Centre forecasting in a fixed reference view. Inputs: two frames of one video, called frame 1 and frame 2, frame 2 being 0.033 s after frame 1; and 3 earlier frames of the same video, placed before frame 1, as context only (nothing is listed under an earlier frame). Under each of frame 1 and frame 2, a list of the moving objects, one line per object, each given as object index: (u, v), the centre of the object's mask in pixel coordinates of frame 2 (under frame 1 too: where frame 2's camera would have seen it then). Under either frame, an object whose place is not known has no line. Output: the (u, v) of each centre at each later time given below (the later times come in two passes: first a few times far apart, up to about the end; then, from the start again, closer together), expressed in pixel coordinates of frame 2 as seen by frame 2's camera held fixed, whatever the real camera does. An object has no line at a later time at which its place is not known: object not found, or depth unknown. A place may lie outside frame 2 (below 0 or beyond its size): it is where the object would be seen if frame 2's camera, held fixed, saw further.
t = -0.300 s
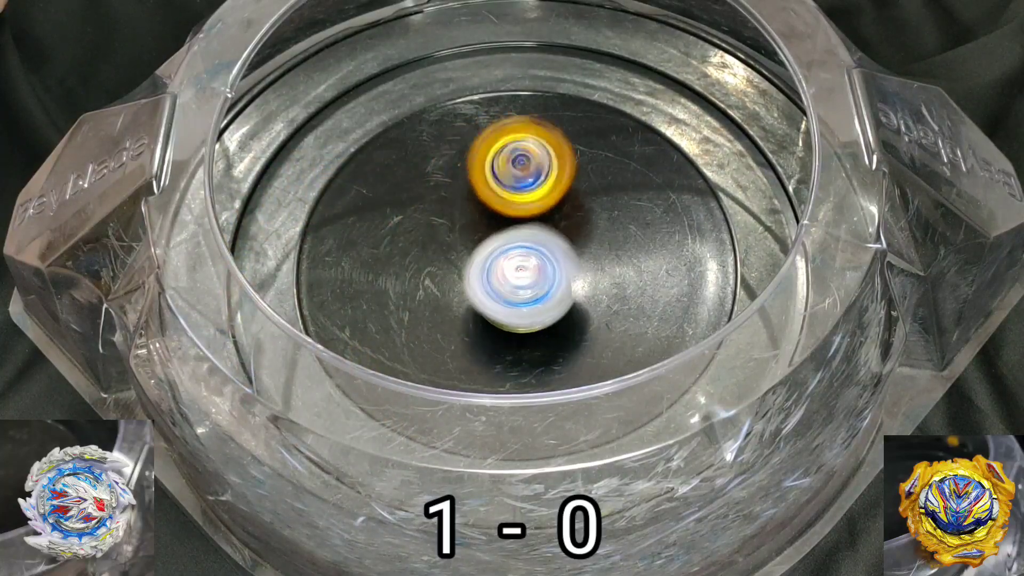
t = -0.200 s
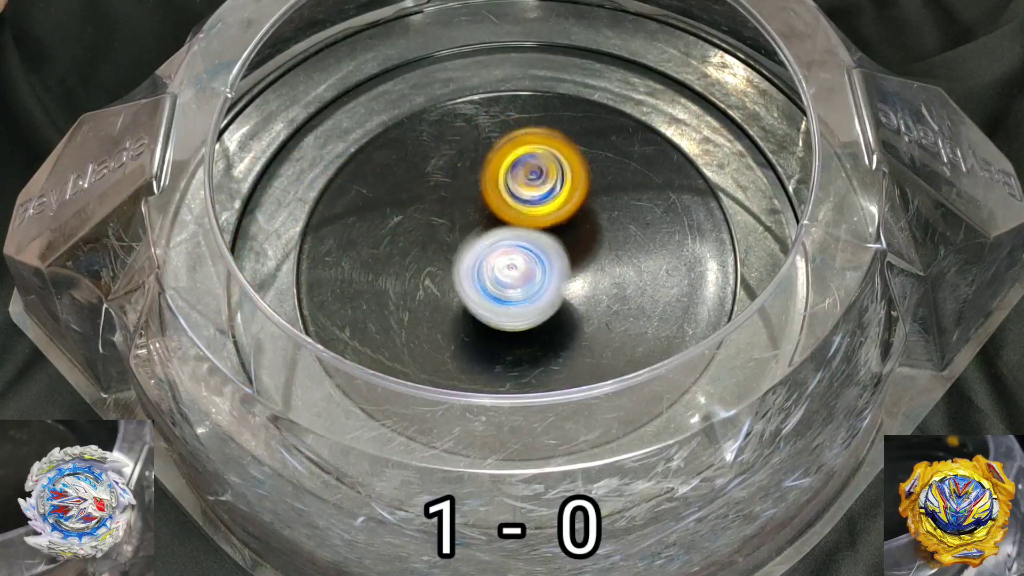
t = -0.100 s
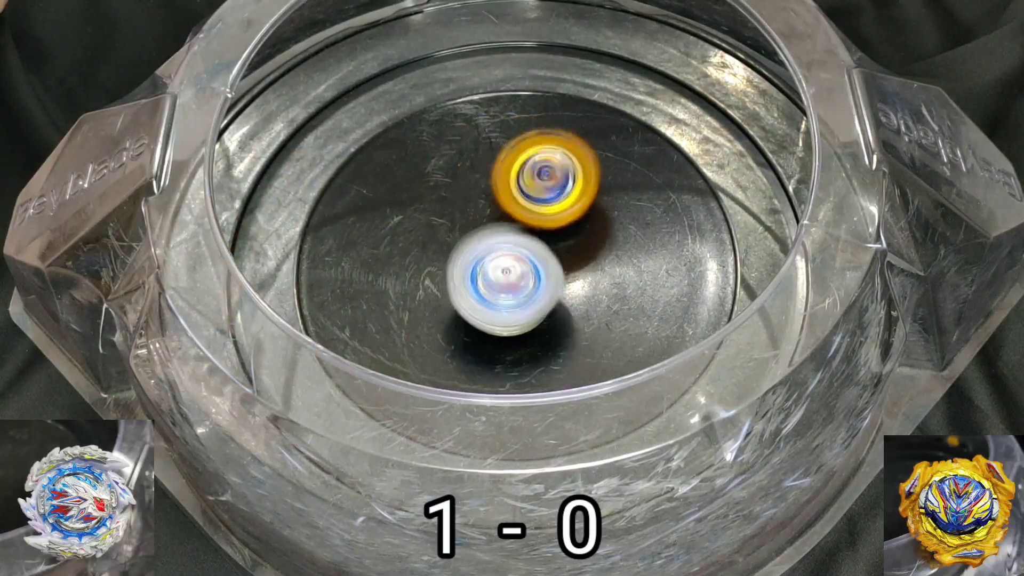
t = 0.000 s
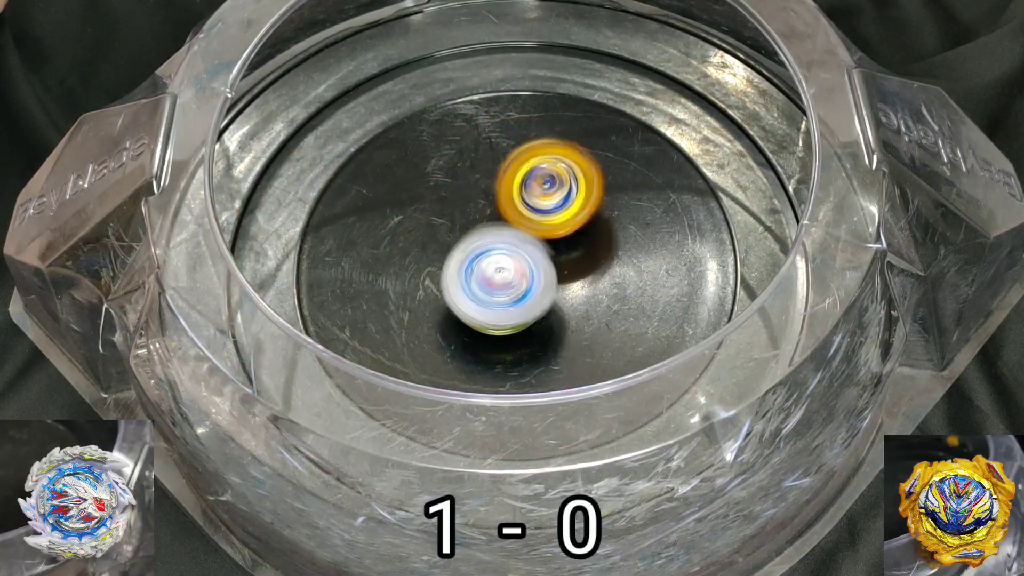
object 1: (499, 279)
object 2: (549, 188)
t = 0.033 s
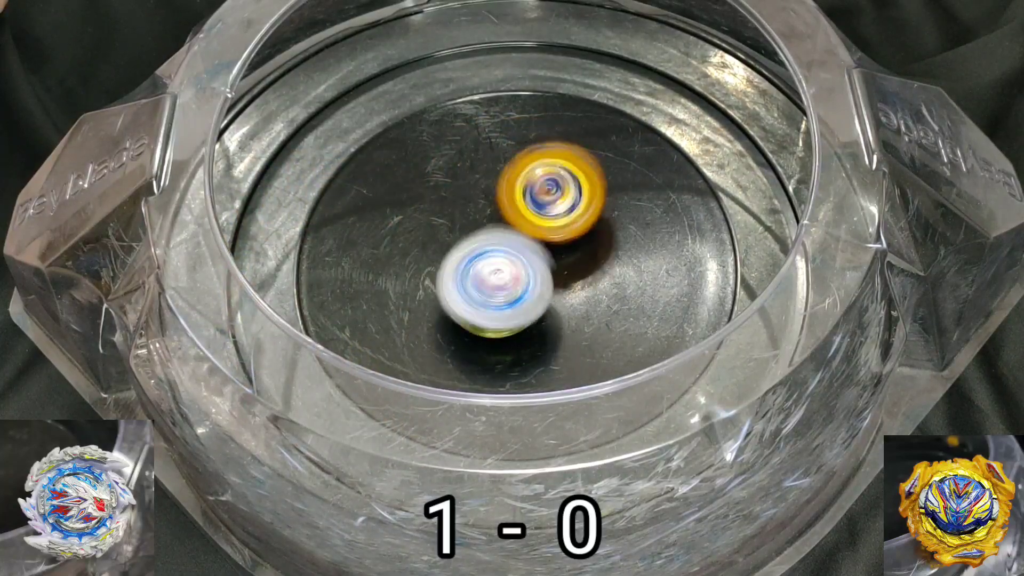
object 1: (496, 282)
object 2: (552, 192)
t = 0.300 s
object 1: (478, 283)
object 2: (563, 205)
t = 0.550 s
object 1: (472, 282)
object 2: (580, 240)
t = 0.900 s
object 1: (446, 281)
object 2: (577, 227)
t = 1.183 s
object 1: (357, 306)
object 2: (606, 185)
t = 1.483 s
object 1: (441, 273)
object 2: (534, 216)
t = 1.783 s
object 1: (460, 271)
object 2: (572, 232)
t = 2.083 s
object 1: (464, 254)
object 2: (622, 228)
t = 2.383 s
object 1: (462, 236)
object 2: (572, 280)
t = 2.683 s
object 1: (479, 239)
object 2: (566, 323)
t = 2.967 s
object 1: (489, 216)
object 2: (529, 337)
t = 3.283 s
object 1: (516, 200)
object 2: (477, 342)
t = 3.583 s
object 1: (524, 225)
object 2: (458, 310)
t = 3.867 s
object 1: (545, 197)
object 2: (469, 282)
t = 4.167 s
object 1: (565, 209)
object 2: (466, 277)
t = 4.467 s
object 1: (558, 223)
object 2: (443, 275)
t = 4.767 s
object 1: (565, 240)
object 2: (449, 278)
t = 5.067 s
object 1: (594, 242)
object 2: (458, 258)
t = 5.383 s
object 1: (569, 263)
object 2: (460, 236)
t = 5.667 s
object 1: (550, 282)
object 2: (467, 219)
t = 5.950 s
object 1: (526, 313)
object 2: (487, 217)
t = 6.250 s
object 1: (510, 304)
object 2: (560, 210)
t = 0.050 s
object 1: (491, 285)
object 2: (553, 193)
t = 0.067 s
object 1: (488, 289)
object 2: (556, 191)
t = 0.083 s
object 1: (485, 290)
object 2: (558, 191)
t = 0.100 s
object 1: (483, 291)
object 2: (560, 190)
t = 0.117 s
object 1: (482, 291)
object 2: (563, 190)
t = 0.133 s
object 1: (480, 291)
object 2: (564, 190)
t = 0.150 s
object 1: (479, 290)
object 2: (566, 190)
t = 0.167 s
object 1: (478, 290)
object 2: (567, 190)
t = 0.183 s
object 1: (477, 289)
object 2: (569, 191)
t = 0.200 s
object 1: (477, 287)
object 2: (569, 192)
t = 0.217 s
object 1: (477, 287)
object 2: (568, 193)
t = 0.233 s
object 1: (476, 285)
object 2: (569, 195)
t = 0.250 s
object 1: (477, 285)
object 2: (567, 196)
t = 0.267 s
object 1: (477, 284)
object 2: (567, 198)
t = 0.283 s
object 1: (478, 284)
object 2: (565, 201)
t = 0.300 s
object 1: (478, 283)
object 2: (563, 205)
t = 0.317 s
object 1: (479, 283)
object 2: (563, 209)
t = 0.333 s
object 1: (479, 283)
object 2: (561, 213)
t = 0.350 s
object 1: (477, 285)
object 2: (563, 217)
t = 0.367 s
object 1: (475, 286)
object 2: (563, 219)
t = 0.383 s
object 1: (474, 287)
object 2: (565, 221)
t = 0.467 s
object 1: (471, 284)
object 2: (573, 233)
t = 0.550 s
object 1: (472, 282)
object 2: (580, 240)
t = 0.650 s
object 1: (474, 280)
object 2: (583, 244)
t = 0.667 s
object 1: (472, 280)
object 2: (583, 244)
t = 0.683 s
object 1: (471, 279)
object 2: (583, 245)
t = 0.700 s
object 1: (471, 278)
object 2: (581, 246)
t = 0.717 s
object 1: (464, 279)
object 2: (587, 244)
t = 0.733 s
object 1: (457, 281)
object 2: (590, 240)
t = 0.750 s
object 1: (452, 284)
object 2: (594, 238)
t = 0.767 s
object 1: (448, 285)
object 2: (595, 236)
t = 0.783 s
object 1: (445, 287)
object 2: (596, 234)
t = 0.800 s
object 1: (444, 287)
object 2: (596, 232)
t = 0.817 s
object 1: (441, 286)
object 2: (594, 230)
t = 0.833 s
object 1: (441, 284)
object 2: (594, 229)
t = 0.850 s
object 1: (441, 282)
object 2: (590, 229)
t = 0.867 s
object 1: (443, 282)
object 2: (587, 228)
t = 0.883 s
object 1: (444, 281)
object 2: (583, 227)
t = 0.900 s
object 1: (446, 281)
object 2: (577, 227)
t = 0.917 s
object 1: (448, 280)
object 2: (572, 228)
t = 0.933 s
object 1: (447, 279)
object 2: (565, 230)
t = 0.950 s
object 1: (448, 277)
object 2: (559, 232)
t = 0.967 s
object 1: (448, 276)
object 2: (554, 235)
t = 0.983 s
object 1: (447, 275)
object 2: (553, 237)
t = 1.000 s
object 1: (429, 283)
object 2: (565, 232)
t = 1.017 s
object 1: (416, 290)
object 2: (575, 223)
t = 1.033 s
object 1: (400, 294)
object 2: (584, 219)
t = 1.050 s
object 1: (388, 296)
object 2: (591, 213)
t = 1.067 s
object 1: (380, 301)
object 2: (595, 210)
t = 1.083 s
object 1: (373, 305)
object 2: (599, 206)
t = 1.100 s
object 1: (363, 307)
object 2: (602, 202)
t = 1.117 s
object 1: (358, 306)
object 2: (603, 199)
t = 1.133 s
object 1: (359, 306)
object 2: (604, 195)
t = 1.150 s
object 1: (359, 308)
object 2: (605, 192)
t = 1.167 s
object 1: (357, 308)
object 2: (606, 188)
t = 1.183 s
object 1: (357, 306)
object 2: (606, 185)
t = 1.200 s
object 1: (360, 305)
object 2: (606, 181)
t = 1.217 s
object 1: (364, 306)
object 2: (605, 178)
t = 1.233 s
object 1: (363, 305)
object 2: (603, 176)
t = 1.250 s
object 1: (366, 302)
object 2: (600, 175)
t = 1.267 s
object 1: (373, 300)
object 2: (596, 175)
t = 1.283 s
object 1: (378, 300)
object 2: (591, 175)
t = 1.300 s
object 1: (380, 297)
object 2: (586, 176)
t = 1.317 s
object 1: (385, 293)
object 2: (579, 178)
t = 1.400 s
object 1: (416, 282)
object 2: (551, 196)
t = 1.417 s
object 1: (421, 280)
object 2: (546, 201)
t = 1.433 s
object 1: (425, 277)
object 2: (541, 205)
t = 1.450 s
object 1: (432, 273)
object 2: (536, 210)
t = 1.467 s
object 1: (440, 272)
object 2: (532, 215)
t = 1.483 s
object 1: (441, 273)
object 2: (534, 216)
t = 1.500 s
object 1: (435, 274)
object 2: (538, 215)
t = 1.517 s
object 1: (431, 277)
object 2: (546, 214)
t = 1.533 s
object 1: (432, 279)
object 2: (548, 215)
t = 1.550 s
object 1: (428, 282)
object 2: (551, 215)
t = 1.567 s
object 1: (428, 283)
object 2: (553, 216)
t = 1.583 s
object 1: (432, 284)
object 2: (555, 216)
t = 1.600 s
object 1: (433, 286)
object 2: (557, 217)
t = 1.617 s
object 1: (435, 286)
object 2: (560, 219)
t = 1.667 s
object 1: (445, 284)
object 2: (562, 222)
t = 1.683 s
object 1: (449, 281)
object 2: (563, 223)
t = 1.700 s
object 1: (456, 281)
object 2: (565, 224)
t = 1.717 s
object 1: (456, 279)
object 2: (565, 227)
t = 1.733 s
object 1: (459, 276)
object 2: (565, 228)
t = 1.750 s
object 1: (464, 274)
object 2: (566, 230)
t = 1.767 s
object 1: (465, 273)
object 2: (566, 231)
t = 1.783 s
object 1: (460, 271)
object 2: (572, 232)
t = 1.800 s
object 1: (455, 271)
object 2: (579, 232)
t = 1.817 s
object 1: (452, 272)
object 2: (586, 230)
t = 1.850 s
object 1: (445, 269)
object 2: (594, 229)
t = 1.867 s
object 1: (447, 269)
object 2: (598, 228)
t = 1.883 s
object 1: (444, 269)
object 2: (601, 228)
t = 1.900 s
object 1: (446, 267)
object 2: (604, 227)
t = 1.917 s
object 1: (450, 267)
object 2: (607, 226)
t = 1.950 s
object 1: (449, 265)
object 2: (613, 226)
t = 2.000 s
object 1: (453, 261)
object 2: (620, 225)
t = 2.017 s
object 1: (457, 259)
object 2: (622, 225)
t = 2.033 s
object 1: (459, 259)
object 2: (623, 225)
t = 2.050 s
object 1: (457, 257)
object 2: (624, 227)
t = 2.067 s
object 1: (461, 254)
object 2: (623, 227)
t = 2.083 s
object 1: (464, 254)
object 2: (622, 228)
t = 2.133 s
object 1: (468, 250)
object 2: (613, 232)
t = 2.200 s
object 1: (470, 246)
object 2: (597, 243)
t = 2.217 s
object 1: (471, 244)
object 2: (592, 245)
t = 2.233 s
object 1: (475, 244)
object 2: (588, 248)
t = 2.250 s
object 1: (469, 243)
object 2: (586, 253)
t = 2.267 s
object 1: (464, 239)
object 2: (584, 256)
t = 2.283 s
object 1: (463, 237)
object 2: (583, 259)
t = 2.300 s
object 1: (460, 238)
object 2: (581, 263)
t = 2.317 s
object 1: (457, 237)
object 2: (580, 266)
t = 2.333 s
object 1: (460, 236)
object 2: (578, 269)
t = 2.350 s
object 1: (461, 238)
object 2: (577, 273)
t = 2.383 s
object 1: (462, 236)
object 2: (572, 280)
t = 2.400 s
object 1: (465, 238)
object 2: (571, 282)
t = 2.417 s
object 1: (465, 238)
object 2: (569, 285)
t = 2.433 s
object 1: (466, 236)
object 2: (567, 288)
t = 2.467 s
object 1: (462, 236)
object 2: (570, 296)
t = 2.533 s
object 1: (463, 233)
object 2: (572, 307)
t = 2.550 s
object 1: (466, 235)
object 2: (572, 309)
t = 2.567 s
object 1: (465, 236)
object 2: (573, 311)
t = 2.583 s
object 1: (467, 234)
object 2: (573, 313)
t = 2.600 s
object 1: (471, 237)
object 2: (572, 315)
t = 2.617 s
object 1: (470, 237)
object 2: (572, 316)
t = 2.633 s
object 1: (473, 237)
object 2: (571, 319)
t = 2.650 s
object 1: (477, 239)
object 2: (571, 320)
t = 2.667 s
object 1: (476, 240)
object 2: (568, 321)
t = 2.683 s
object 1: (479, 239)
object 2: (566, 323)
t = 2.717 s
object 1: (481, 242)
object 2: (562, 322)
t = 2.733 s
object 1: (485, 242)
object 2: (561, 322)
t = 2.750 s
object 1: (487, 244)
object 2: (558, 321)
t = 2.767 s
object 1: (486, 243)
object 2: (555, 320)
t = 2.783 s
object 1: (487, 239)
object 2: (553, 322)
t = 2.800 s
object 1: (486, 234)
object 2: (551, 326)
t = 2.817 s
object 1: (483, 226)
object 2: (552, 328)
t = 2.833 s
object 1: (485, 223)
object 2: (551, 329)
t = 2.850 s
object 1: (483, 221)
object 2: (548, 332)
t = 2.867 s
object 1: (482, 217)
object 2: (545, 333)
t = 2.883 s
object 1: (485, 216)
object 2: (543, 335)
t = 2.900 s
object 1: (484, 216)
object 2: (541, 336)
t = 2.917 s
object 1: (484, 214)
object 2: (538, 336)
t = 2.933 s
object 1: (488, 216)
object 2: (535, 337)
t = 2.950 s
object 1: (487, 217)
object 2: (533, 337)
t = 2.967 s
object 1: (489, 216)
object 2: (529, 337)
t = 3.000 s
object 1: (492, 220)
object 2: (523, 336)
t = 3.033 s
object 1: (499, 221)
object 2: (517, 335)
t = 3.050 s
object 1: (497, 222)
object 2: (513, 334)
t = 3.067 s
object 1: (501, 222)
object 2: (510, 333)
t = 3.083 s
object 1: (505, 224)
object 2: (508, 331)
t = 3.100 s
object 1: (503, 225)
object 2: (505, 329)
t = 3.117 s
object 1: (506, 225)
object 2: (502, 327)
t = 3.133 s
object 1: (509, 227)
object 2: (499, 325)
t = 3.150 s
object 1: (508, 227)
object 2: (496, 323)
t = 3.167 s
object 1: (512, 221)
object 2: (489, 329)
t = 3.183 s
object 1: (513, 216)
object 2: (486, 332)
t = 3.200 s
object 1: (513, 210)
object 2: (486, 336)
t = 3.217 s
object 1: (517, 205)
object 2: (482, 338)
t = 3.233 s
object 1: (515, 203)
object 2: (481, 340)
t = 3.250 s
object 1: (517, 200)
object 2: (480, 340)
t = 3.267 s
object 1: (518, 201)
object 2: (478, 341)
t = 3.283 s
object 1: (516, 200)
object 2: (477, 342)
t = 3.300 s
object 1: (520, 200)
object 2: (476, 343)
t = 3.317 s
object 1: (518, 203)
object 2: (474, 343)
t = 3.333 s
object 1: (518, 202)
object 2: (472, 343)
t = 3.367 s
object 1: (519, 206)
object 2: (468, 343)
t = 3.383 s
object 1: (521, 206)
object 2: (466, 341)
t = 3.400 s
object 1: (522, 209)
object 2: (464, 342)
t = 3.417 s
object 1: (521, 210)
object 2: (463, 341)
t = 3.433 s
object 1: (524, 211)
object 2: (461, 340)
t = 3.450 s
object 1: (522, 214)
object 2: (459, 336)
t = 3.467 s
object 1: (523, 214)
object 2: (459, 335)
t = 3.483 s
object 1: (525, 217)
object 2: (458, 332)
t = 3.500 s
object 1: (523, 218)
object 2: (457, 330)
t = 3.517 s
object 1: (526, 219)
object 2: (457, 326)
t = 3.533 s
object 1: (525, 222)
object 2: (457, 322)
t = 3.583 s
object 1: (524, 225)
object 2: (458, 310)
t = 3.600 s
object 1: (525, 225)
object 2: (459, 308)
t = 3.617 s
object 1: (528, 227)
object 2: (460, 306)
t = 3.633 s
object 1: (529, 218)
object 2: (457, 308)
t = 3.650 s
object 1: (535, 211)
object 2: (458, 309)
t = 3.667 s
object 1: (536, 203)
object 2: (458, 310)
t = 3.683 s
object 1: (541, 198)
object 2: (458, 309)
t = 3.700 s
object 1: (540, 193)
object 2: (459, 307)
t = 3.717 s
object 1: (544, 190)
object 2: (463, 304)
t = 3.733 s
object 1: (540, 189)
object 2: (465, 300)
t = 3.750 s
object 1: (544, 188)
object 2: (466, 298)
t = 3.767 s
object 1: (540, 190)
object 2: (468, 295)
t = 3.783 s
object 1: (542, 189)
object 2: (470, 291)
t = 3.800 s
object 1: (540, 192)
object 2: (473, 288)
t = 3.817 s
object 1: (542, 193)
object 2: (474, 285)
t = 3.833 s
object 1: (539, 198)
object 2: (475, 283)
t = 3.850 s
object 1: (542, 197)
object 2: (475, 281)
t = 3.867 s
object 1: (545, 197)
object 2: (469, 282)
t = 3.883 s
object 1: (549, 193)
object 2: (467, 284)
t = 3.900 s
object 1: (551, 194)
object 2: (464, 286)
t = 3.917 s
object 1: (553, 191)
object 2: (460, 287)
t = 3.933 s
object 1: (554, 193)
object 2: (461, 286)
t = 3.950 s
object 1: (554, 191)
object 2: (460, 286)
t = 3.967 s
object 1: (554, 194)
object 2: (460, 287)
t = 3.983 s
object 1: (553, 194)
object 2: (461, 287)
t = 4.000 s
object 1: (554, 198)
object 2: (461, 287)
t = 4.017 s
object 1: (552, 198)
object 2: (461, 286)
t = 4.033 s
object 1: (553, 203)
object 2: (464, 287)
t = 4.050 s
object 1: (550, 204)
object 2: (464, 286)
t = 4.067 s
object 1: (552, 208)
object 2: (465, 284)
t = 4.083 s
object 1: (549, 210)
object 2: (468, 283)
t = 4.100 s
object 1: (551, 213)
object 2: (471, 282)
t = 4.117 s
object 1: (551, 213)
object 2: (470, 281)
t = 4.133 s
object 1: (557, 211)
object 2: (468, 281)
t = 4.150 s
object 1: (559, 209)
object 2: (467, 280)
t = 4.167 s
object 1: (565, 209)
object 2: (466, 277)
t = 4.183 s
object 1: (564, 209)
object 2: (465, 276)
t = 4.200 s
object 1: (568, 210)
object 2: (465, 274)
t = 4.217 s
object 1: (565, 209)
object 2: (465, 271)
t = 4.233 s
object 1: (568, 211)
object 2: (465, 270)
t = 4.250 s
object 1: (564, 212)
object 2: (465, 269)
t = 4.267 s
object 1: (566, 215)
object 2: (465, 266)
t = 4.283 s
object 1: (563, 215)
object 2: (464, 265)
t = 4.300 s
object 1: (567, 214)
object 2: (456, 267)
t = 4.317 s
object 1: (568, 212)
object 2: (456, 268)
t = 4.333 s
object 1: (571, 212)
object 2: (453, 268)
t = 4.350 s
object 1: (570, 210)
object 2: (449, 270)
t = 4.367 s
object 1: (568, 212)
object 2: (448, 270)
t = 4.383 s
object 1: (567, 212)
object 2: (448, 271)
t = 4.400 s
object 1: (563, 215)
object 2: (448, 272)
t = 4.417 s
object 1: (565, 216)
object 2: (447, 272)
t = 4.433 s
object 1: (560, 219)
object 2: (445, 273)
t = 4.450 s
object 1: (562, 220)
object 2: (444, 274)
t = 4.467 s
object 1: (558, 223)
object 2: (443, 275)
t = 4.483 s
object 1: (560, 226)
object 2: (441, 275)
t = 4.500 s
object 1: (557, 227)
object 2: (439, 275)
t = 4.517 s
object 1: (558, 231)
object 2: (439, 276)
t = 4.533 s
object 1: (556, 231)
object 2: (439, 276)
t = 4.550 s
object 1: (557, 236)
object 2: (440, 276)
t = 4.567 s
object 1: (557, 235)
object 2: (441, 277)
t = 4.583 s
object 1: (555, 238)
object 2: (443, 276)
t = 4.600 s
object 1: (556, 238)
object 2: (446, 276)
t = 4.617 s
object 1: (554, 242)
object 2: (449, 277)
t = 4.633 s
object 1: (558, 242)
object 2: (449, 276)
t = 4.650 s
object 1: (557, 241)
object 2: (448, 276)
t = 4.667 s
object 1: (564, 241)
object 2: (446, 276)
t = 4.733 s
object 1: (567, 241)
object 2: (447, 277)
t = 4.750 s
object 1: (569, 240)
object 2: (448, 278)
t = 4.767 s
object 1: (565, 240)
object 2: (449, 278)
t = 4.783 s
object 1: (569, 241)
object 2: (452, 277)
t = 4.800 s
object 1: (565, 239)
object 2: (453, 277)
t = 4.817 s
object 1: (566, 240)
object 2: (456, 277)
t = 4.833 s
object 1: (565, 239)
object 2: (460, 276)
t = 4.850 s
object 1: (568, 240)
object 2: (457, 275)
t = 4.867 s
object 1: (578, 237)
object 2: (452, 274)
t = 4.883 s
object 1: (580, 236)
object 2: (451, 273)
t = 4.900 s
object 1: (589, 236)
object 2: (450, 274)
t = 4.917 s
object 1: (592, 236)
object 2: (449, 273)
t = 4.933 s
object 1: (595, 238)
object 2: (448, 271)
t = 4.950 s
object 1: (599, 237)
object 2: (449, 269)
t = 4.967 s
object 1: (598, 239)
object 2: (450, 267)
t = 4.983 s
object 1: (602, 240)
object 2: (450, 267)
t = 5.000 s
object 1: (599, 240)
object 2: (451, 265)
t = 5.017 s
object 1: (599, 242)
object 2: (452, 264)
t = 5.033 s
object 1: (597, 240)
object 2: (453, 262)
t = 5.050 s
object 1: (593, 243)
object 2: (455, 259)
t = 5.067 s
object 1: (594, 242)
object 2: (458, 258)
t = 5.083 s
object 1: (587, 243)
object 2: (461, 256)
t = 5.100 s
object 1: (587, 245)
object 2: (463, 255)
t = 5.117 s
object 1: (582, 245)
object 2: (465, 254)
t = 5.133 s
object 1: (581, 247)
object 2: (462, 253)
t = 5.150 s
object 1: (585, 244)
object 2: (458, 250)
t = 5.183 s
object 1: (584, 246)
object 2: (457, 248)
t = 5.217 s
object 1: (580, 247)
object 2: (455, 245)
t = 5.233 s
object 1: (581, 247)
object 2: (455, 245)
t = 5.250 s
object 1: (576, 248)
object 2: (455, 244)
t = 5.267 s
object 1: (574, 252)
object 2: (454, 243)
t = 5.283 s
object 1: (573, 251)
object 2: (454, 242)
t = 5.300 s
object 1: (569, 255)
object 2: (455, 242)
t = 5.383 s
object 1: (569, 263)
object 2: (460, 236)
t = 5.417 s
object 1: (570, 265)
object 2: (461, 233)
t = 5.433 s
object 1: (571, 267)
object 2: (462, 231)
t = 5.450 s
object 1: (572, 265)
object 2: (465, 230)
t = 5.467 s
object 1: (568, 265)
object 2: (464, 230)
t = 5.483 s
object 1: (568, 267)
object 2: (465, 230)
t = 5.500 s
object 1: (569, 267)
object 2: (462, 227)
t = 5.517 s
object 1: (567, 271)
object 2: (462, 224)
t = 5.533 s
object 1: (569, 273)
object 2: (466, 222)
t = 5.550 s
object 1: (566, 272)
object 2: (467, 221)
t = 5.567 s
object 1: (563, 276)
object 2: (466, 220)
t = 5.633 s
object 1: (557, 278)
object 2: (468, 219)
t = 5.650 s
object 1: (551, 279)
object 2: (468, 220)
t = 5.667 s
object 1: (550, 282)
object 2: (467, 219)
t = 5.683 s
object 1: (548, 280)
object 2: (467, 219)
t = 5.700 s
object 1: (543, 282)
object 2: (467, 217)
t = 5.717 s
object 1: (542, 285)
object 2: (470, 215)
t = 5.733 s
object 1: (546, 289)
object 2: (472, 210)
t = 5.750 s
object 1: (546, 294)
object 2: (474, 206)
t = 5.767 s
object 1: (548, 300)
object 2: (477, 203)
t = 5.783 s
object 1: (549, 302)
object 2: (479, 203)
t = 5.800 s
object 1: (547, 305)
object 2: (481, 203)
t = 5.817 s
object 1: (547, 310)
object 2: (483, 205)
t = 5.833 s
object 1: (546, 310)
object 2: (484, 208)
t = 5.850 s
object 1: (540, 311)
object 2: (484, 210)
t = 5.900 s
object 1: (533, 314)
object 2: (484, 215)
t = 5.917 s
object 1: (530, 316)
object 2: (485, 216)
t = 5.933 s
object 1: (529, 316)
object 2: (486, 217)
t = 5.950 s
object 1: (526, 313)
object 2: (487, 217)
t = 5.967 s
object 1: (523, 315)
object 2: (490, 219)
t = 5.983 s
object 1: (523, 314)
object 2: (492, 219)
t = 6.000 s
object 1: (522, 311)
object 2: (496, 218)
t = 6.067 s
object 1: (516, 310)
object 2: (518, 220)
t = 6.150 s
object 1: (518, 305)
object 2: (542, 219)
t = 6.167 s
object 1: (515, 304)
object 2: (547, 218)
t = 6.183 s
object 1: (512, 304)
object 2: (551, 218)
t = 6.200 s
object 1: (514, 306)
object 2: (554, 215)
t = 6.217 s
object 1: (512, 305)
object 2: (557, 213)
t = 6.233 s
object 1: (509, 305)
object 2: (559, 212)
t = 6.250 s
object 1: (510, 304)
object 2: (560, 210)
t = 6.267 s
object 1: (512, 303)
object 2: (560, 208)
